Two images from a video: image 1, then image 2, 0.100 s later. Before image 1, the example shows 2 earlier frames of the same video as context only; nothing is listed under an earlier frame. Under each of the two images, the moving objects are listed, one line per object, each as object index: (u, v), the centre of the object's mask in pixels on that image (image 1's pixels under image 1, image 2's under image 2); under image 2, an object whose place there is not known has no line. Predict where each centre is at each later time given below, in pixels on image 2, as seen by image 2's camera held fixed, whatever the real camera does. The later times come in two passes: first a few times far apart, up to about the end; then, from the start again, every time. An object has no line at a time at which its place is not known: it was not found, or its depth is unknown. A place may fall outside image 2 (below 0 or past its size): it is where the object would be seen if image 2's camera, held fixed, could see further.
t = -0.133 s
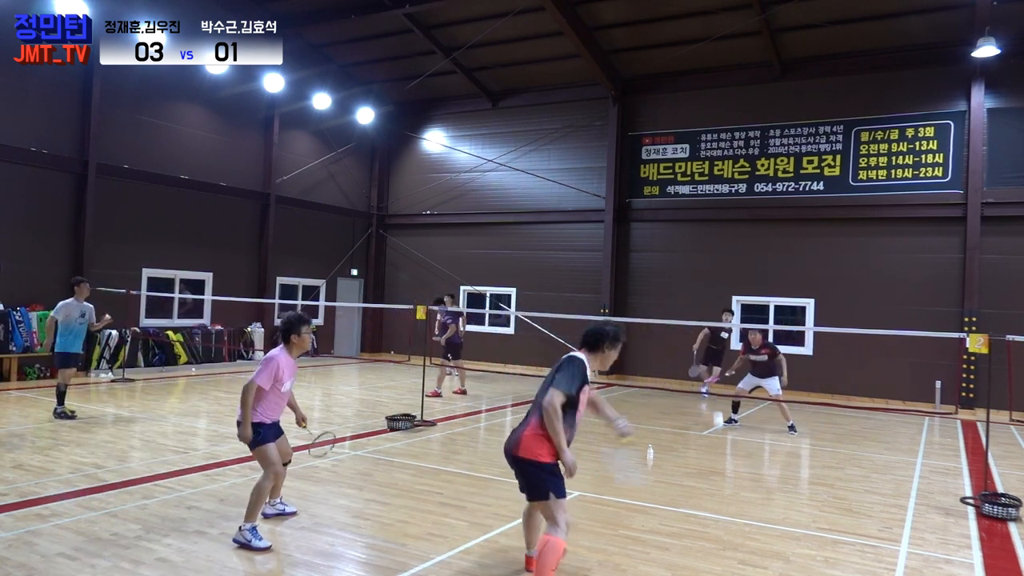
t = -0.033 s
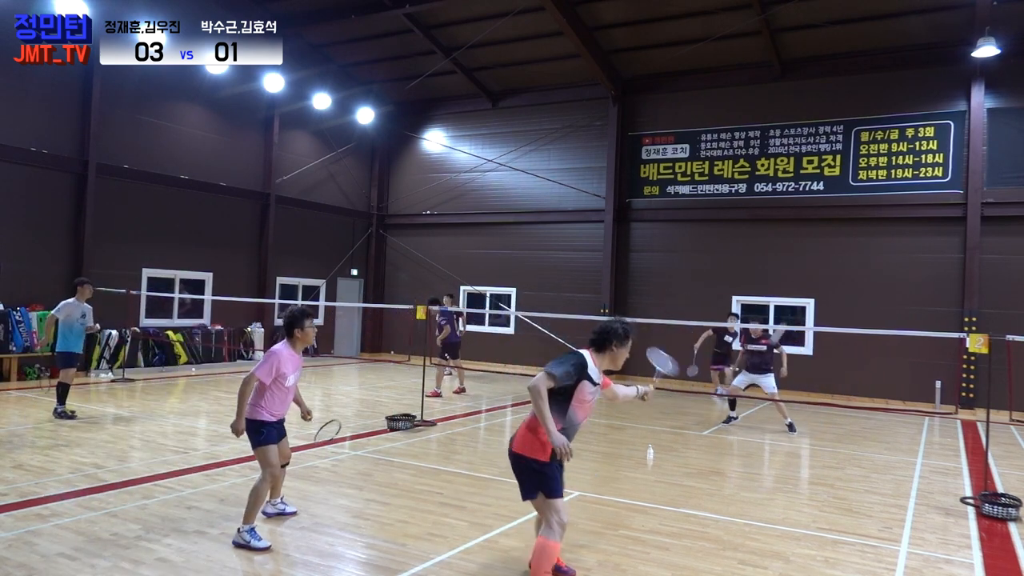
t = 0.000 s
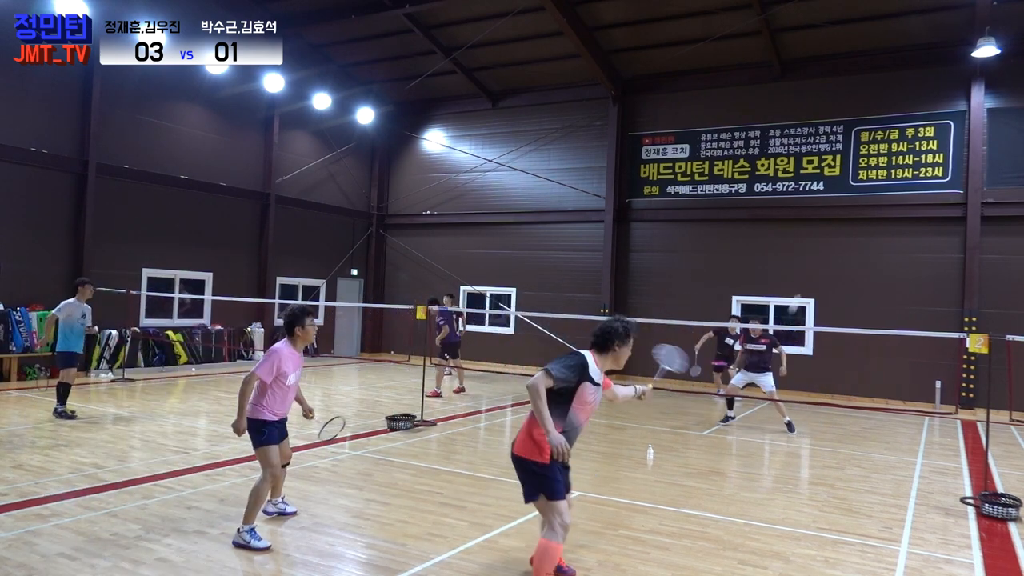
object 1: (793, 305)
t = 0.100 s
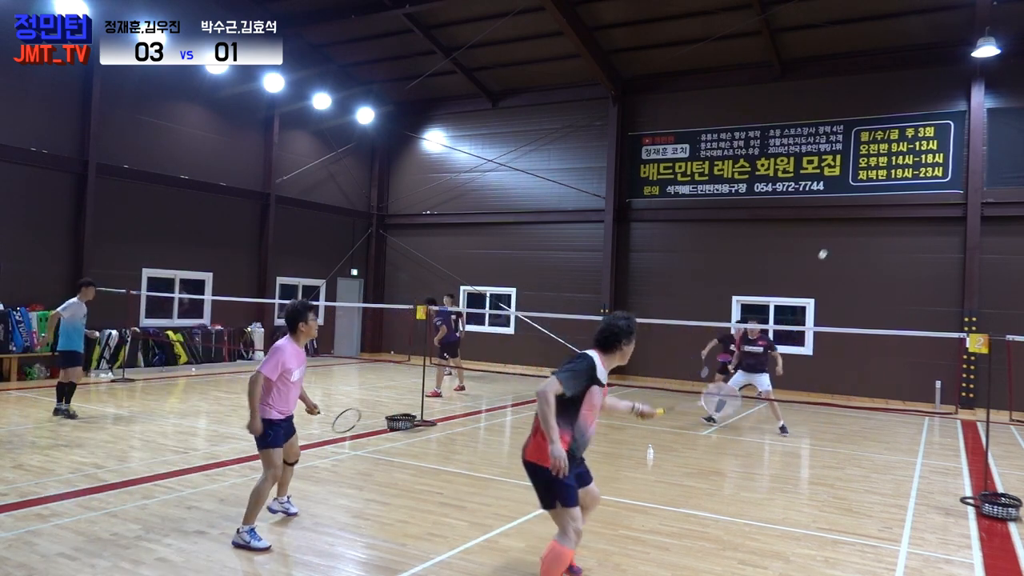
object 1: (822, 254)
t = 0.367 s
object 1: (853, 228)
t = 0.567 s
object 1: (863, 246)
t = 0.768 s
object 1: (870, 281)
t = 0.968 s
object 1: (874, 327)
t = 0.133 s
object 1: (828, 245)
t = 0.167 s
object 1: (833, 238)
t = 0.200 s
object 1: (838, 233)
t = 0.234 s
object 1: (841, 230)
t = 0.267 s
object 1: (844, 228)
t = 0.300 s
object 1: (847, 227)
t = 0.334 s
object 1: (850, 227)
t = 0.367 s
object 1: (853, 228)
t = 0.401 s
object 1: (855, 230)
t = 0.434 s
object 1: (856, 232)
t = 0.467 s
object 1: (858, 234)
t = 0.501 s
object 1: (860, 238)
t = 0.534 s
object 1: (861, 242)
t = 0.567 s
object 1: (863, 246)
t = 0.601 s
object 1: (864, 250)
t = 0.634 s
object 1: (865, 256)
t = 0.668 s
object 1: (866, 261)
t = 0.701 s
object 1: (867, 267)
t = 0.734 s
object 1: (868, 274)
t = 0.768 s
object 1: (870, 281)
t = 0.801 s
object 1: (871, 288)
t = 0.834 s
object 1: (872, 295)
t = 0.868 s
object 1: (872, 303)
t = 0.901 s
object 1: (873, 311)
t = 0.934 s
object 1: (874, 320)
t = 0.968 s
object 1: (874, 327)
